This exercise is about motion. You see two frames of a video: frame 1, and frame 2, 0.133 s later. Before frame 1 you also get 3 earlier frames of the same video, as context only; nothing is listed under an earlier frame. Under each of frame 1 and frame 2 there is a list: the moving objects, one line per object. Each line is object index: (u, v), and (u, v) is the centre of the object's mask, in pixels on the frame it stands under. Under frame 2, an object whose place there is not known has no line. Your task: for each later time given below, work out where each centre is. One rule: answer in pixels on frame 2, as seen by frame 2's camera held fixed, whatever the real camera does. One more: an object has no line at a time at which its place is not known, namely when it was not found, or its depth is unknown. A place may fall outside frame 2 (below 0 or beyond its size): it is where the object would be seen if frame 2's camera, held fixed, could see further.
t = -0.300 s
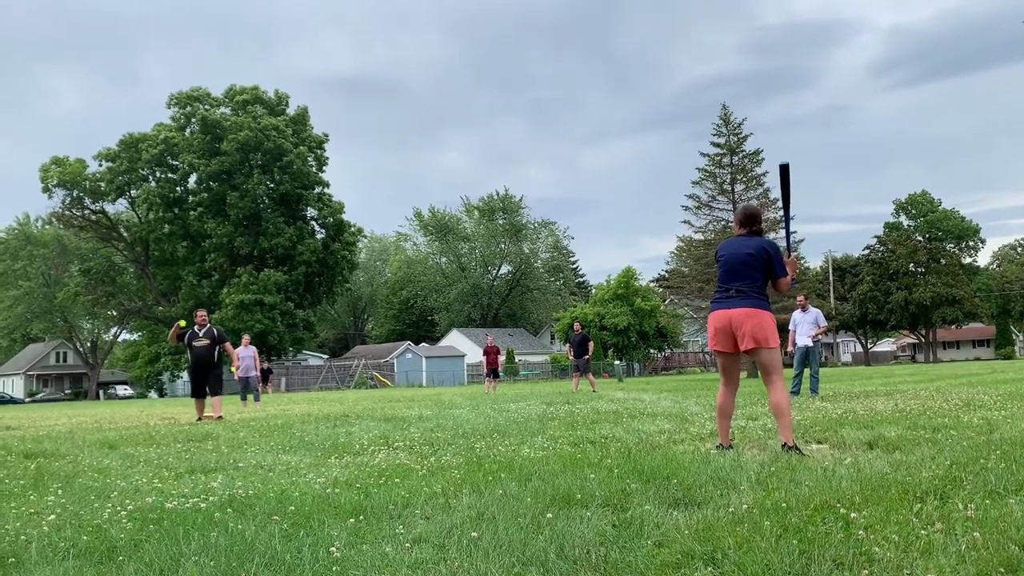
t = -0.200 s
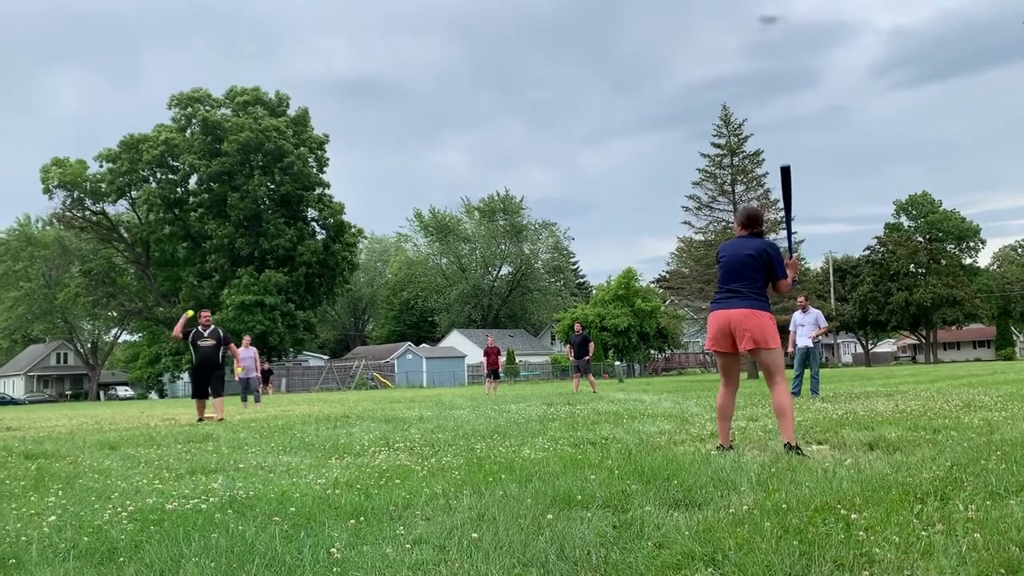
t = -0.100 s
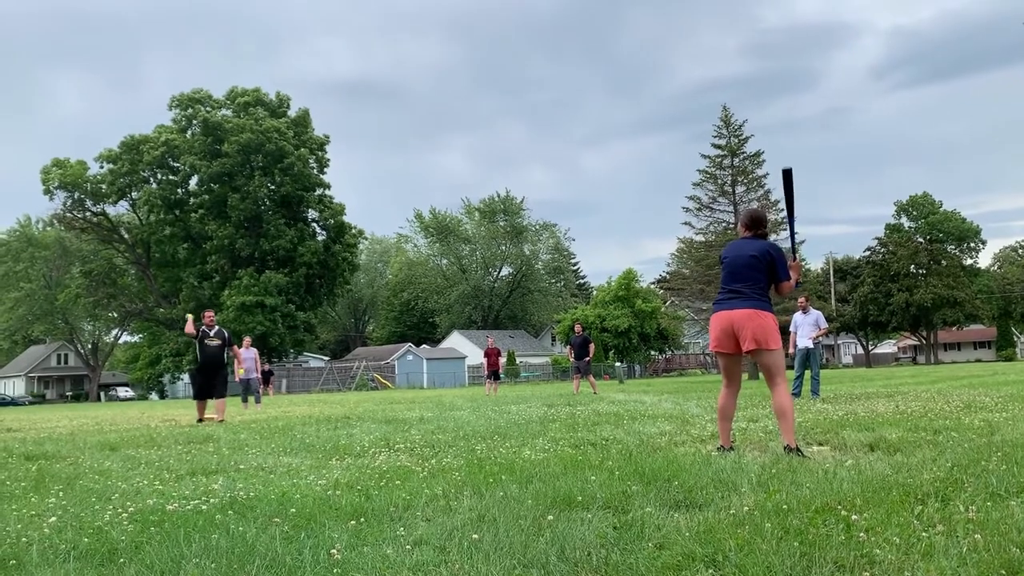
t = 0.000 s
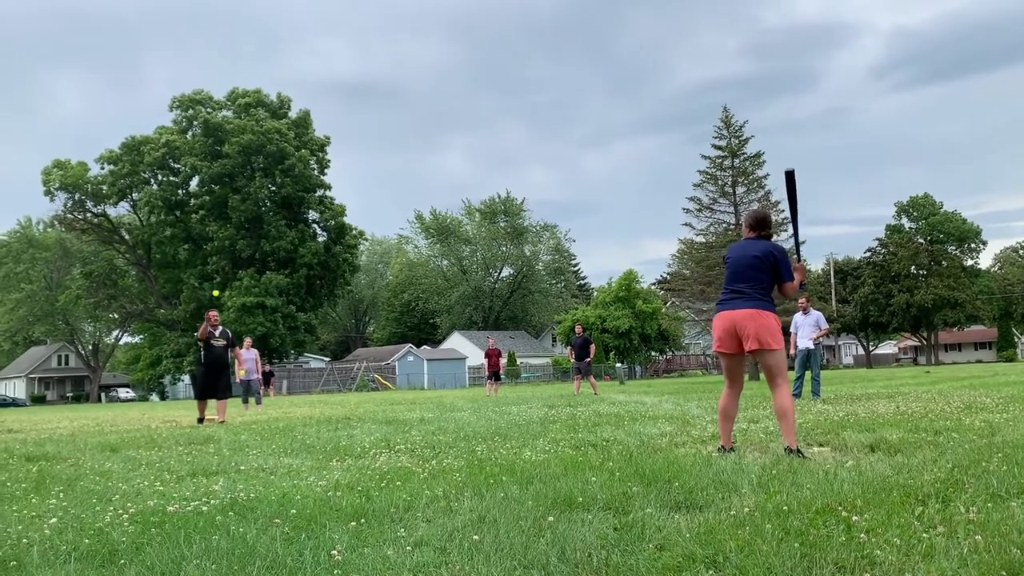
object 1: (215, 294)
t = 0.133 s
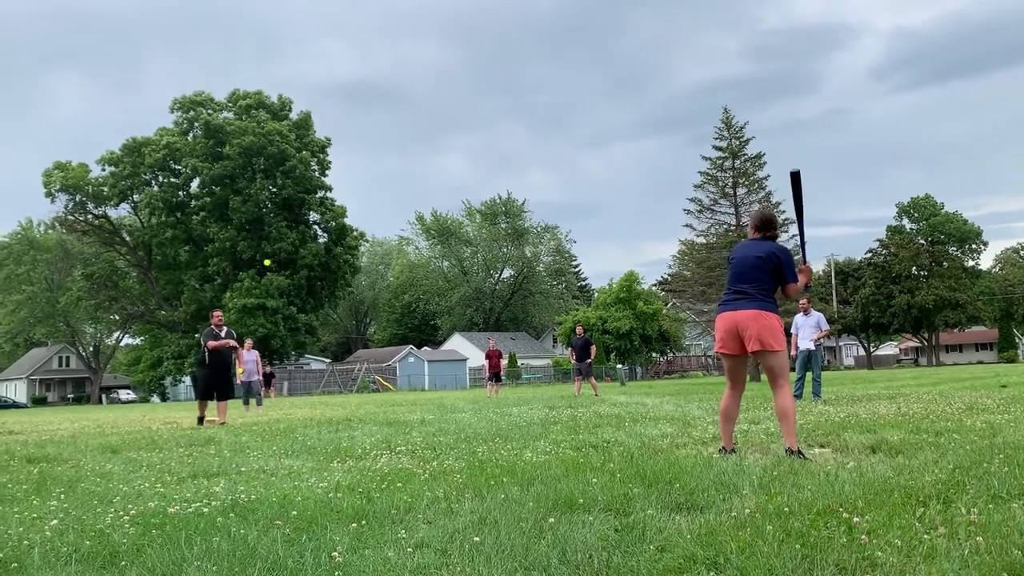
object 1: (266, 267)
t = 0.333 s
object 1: (354, 228)
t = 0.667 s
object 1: (543, 221)
